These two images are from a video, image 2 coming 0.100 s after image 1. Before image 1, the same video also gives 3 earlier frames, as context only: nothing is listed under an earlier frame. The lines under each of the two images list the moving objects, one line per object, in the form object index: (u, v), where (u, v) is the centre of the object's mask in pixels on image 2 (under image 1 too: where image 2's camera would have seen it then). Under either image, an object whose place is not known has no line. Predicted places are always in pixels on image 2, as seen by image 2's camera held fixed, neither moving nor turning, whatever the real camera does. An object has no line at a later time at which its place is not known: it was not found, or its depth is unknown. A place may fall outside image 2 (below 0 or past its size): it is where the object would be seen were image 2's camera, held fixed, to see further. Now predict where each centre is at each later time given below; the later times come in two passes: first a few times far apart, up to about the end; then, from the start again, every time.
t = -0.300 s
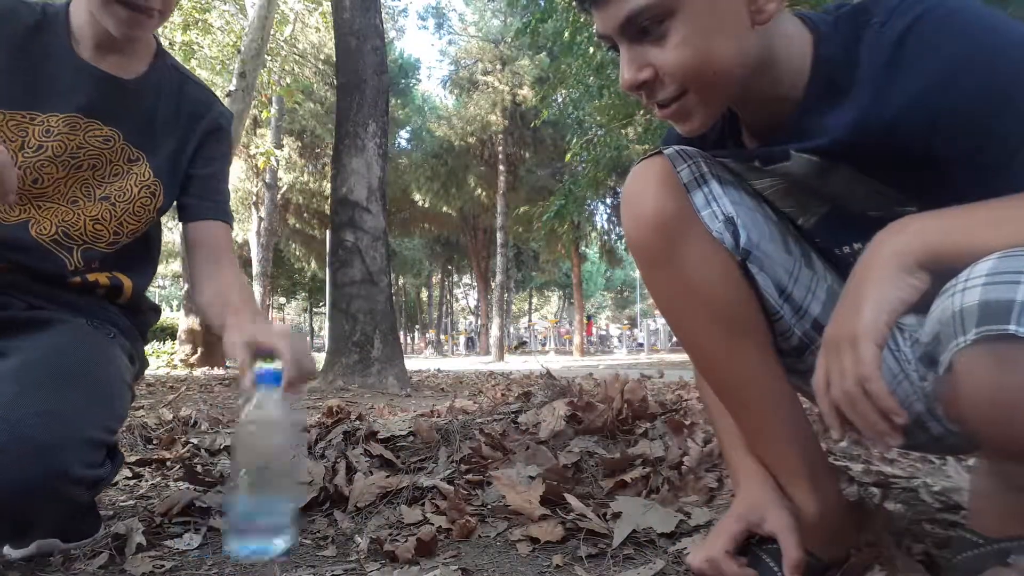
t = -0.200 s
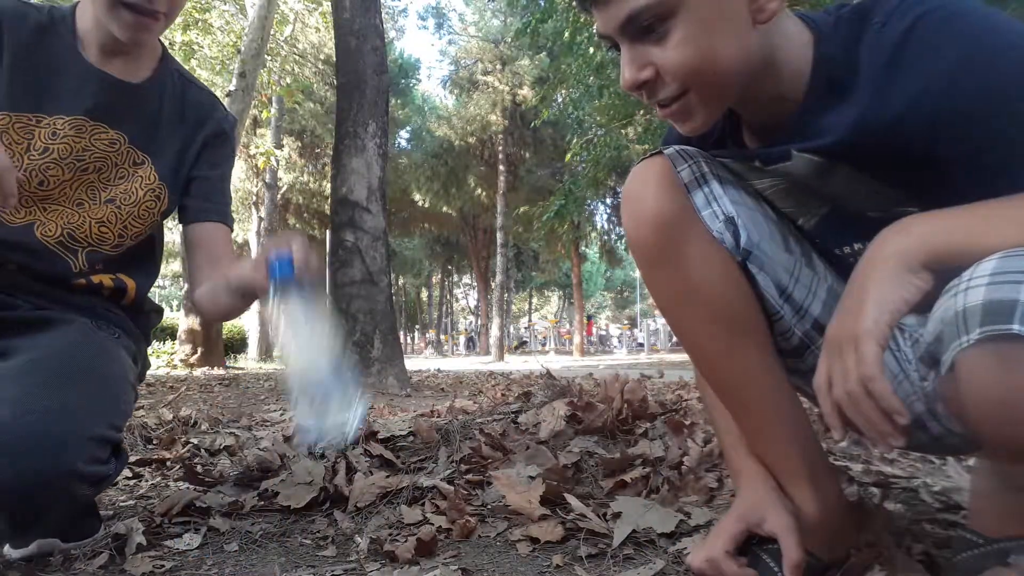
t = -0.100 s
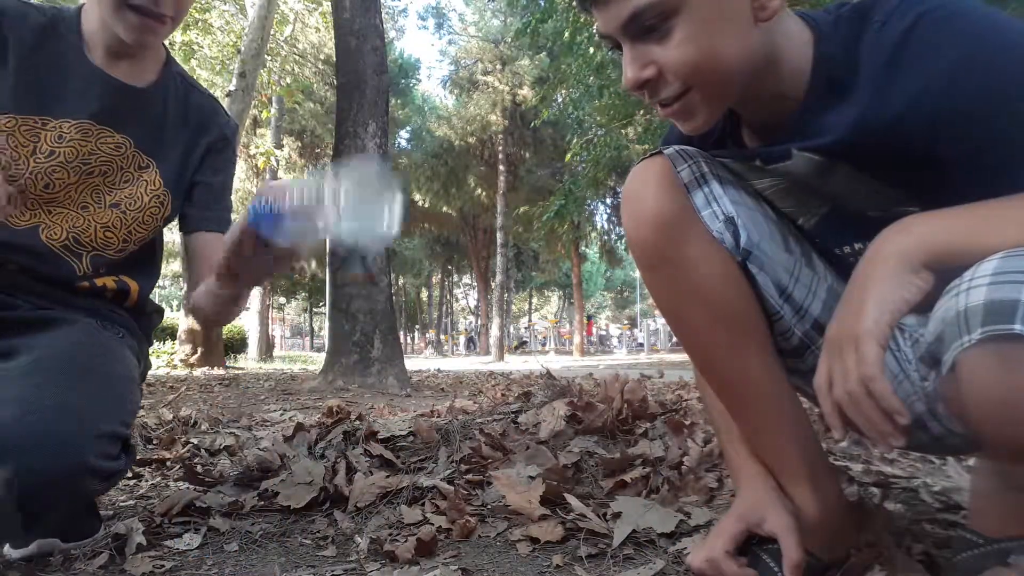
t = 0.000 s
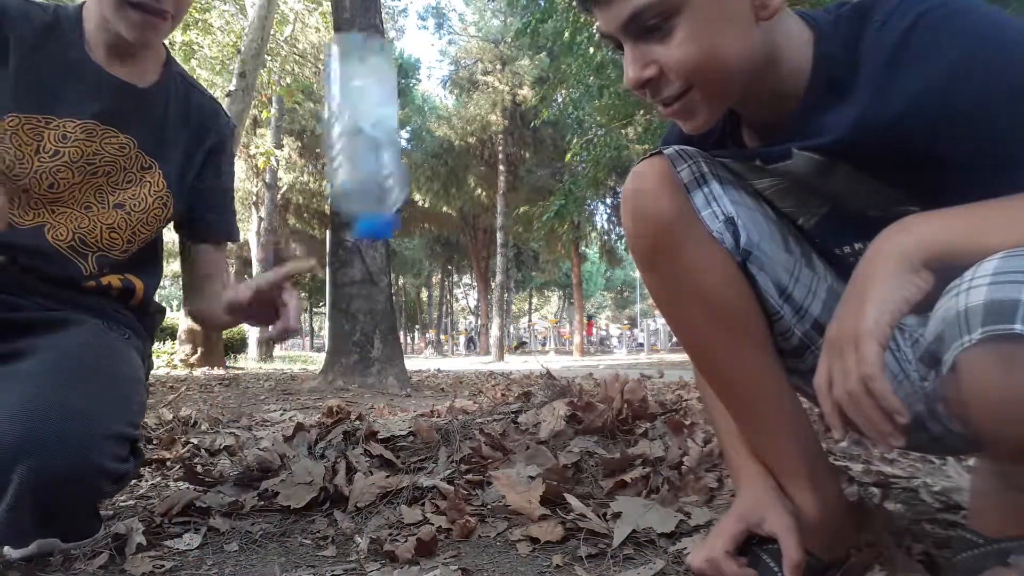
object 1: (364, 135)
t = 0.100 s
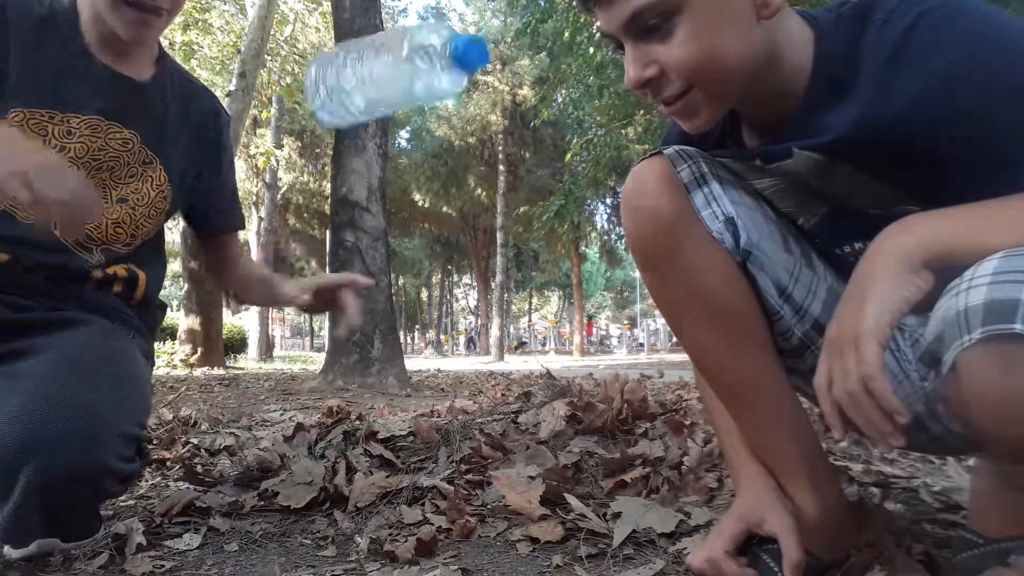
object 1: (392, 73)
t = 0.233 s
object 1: (386, 227)
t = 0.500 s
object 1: (337, 510)
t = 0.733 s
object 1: (331, 511)
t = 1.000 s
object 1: (368, 508)
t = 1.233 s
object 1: (374, 508)
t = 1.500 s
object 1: (374, 508)
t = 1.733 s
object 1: (374, 508)
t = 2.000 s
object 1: (374, 508)
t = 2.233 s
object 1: (374, 508)
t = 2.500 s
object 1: (374, 508)
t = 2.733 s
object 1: (374, 508)
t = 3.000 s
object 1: (374, 508)
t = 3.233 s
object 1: (374, 508)
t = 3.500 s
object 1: (374, 508)
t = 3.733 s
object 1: (374, 508)
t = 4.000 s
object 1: (374, 508)
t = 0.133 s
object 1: (390, 81)
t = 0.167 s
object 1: (387, 110)
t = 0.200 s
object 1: (387, 159)
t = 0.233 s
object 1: (386, 227)
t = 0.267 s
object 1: (384, 318)
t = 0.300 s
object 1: (385, 433)
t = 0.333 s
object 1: (388, 498)
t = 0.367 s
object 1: (375, 509)
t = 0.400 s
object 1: (361, 509)
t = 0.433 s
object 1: (351, 510)
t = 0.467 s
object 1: (343, 511)
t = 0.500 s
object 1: (337, 510)
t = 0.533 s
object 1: (332, 511)
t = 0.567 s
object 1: (329, 512)
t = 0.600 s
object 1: (324, 513)
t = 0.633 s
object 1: (322, 513)
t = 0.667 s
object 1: (322, 513)
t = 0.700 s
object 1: (324, 513)
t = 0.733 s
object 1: (331, 511)
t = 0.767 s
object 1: (344, 511)
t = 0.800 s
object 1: (359, 508)
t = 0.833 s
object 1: (373, 508)
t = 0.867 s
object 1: (379, 508)
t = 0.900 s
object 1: (375, 507)
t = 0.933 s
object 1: (369, 508)
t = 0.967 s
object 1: (368, 508)
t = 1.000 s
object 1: (368, 508)
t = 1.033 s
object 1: (369, 508)
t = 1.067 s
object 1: (370, 509)
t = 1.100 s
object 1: (371, 508)
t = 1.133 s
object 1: (372, 509)
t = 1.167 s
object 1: (373, 508)
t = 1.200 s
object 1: (375, 508)
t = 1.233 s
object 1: (374, 508)
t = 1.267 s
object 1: (373, 508)
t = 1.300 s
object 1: (373, 508)
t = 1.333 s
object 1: (374, 508)
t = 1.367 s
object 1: (373, 508)
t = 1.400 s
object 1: (373, 508)
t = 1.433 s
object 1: (373, 508)
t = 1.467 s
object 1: (374, 508)
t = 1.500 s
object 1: (374, 508)
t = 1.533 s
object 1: (374, 508)
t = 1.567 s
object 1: (374, 508)
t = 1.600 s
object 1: (374, 508)
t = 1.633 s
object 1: (373, 508)
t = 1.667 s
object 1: (373, 508)
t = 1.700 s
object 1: (374, 508)
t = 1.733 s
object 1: (374, 508)
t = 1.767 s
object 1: (374, 508)
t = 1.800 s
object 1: (374, 508)
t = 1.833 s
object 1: (374, 508)
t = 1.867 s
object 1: (373, 508)
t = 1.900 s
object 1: (373, 508)
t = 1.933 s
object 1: (373, 508)
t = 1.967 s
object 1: (374, 508)
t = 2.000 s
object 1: (374, 508)
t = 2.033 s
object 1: (374, 508)
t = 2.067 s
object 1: (374, 508)
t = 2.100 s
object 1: (374, 508)
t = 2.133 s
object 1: (374, 508)
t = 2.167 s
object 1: (374, 508)
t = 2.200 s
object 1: (374, 508)
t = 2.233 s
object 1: (374, 508)
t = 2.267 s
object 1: (374, 508)
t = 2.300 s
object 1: (374, 508)
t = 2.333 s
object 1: (374, 508)
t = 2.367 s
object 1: (374, 508)
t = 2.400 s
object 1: (374, 508)
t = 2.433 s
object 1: (374, 508)
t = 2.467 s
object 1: (374, 508)
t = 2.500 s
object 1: (374, 508)
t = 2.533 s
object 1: (374, 508)
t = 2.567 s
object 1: (374, 508)
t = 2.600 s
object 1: (374, 508)
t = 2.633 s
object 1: (374, 508)
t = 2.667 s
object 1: (374, 508)
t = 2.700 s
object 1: (374, 508)
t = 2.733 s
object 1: (374, 508)
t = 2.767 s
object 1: (374, 508)
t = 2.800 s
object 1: (374, 508)
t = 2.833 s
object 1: (374, 508)
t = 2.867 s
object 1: (374, 508)
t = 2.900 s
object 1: (374, 508)
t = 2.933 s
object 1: (374, 508)
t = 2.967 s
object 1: (374, 508)
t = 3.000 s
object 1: (374, 508)
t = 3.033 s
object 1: (374, 508)
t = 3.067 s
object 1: (374, 508)
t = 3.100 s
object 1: (374, 508)
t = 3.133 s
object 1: (374, 508)
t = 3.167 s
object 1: (374, 508)
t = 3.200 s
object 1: (374, 508)
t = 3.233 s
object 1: (374, 508)
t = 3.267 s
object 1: (374, 508)
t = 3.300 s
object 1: (374, 508)
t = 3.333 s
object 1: (374, 508)
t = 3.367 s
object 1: (374, 508)
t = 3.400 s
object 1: (374, 508)
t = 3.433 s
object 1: (374, 508)
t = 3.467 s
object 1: (374, 508)
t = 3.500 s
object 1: (374, 508)
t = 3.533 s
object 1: (374, 508)
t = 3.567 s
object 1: (374, 508)
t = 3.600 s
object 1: (374, 508)
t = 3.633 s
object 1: (374, 508)
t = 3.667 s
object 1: (374, 508)
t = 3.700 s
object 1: (374, 508)
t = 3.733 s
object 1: (374, 508)
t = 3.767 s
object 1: (374, 508)
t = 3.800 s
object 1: (374, 508)
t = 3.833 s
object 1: (374, 508)
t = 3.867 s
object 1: (374, 508)
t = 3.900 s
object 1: (374, 508)
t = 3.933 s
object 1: (374, 508)
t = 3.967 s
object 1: (374, 508)
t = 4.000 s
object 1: (374, 508)
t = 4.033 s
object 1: (374, 508)
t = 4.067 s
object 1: (374, 508)
